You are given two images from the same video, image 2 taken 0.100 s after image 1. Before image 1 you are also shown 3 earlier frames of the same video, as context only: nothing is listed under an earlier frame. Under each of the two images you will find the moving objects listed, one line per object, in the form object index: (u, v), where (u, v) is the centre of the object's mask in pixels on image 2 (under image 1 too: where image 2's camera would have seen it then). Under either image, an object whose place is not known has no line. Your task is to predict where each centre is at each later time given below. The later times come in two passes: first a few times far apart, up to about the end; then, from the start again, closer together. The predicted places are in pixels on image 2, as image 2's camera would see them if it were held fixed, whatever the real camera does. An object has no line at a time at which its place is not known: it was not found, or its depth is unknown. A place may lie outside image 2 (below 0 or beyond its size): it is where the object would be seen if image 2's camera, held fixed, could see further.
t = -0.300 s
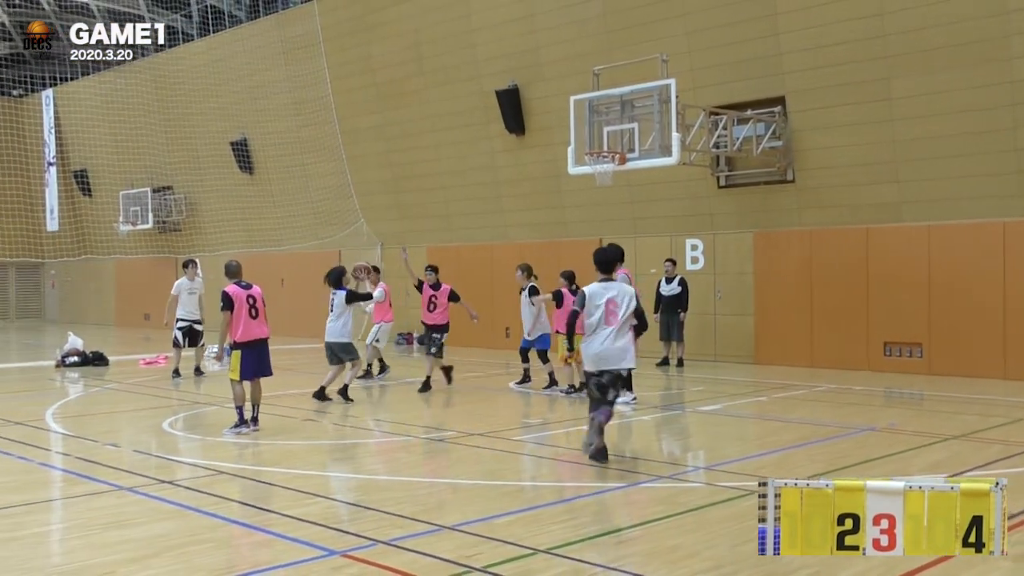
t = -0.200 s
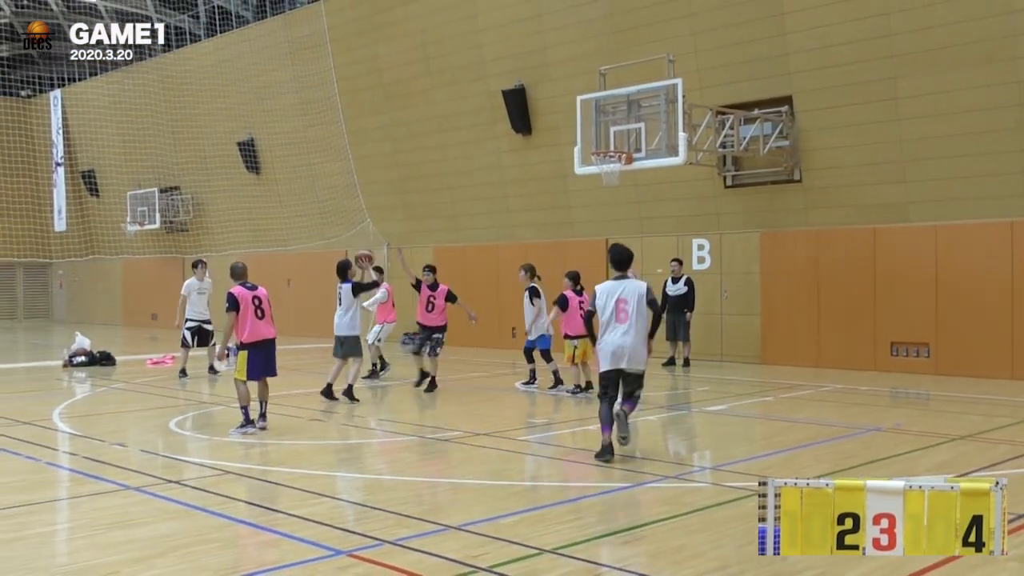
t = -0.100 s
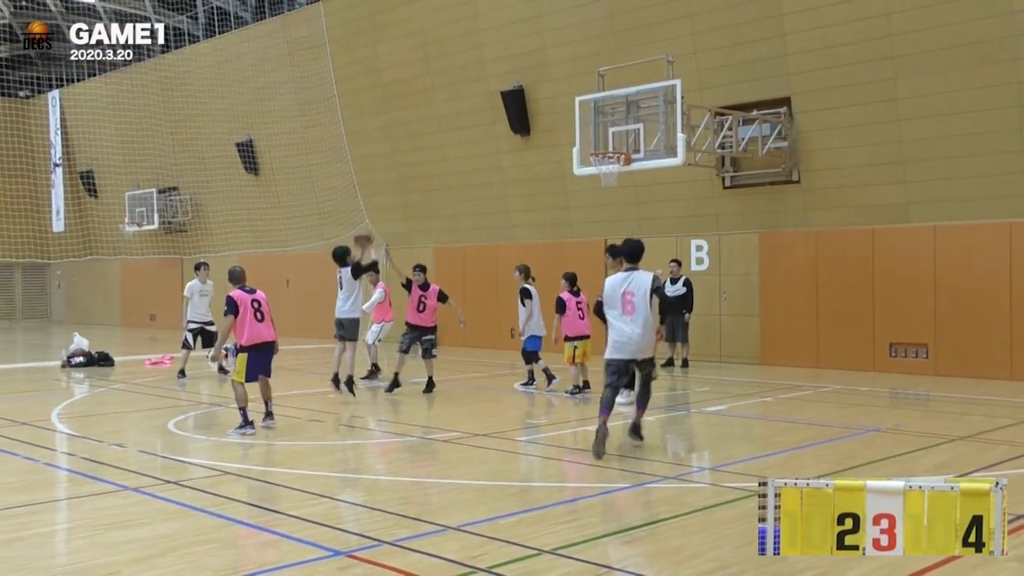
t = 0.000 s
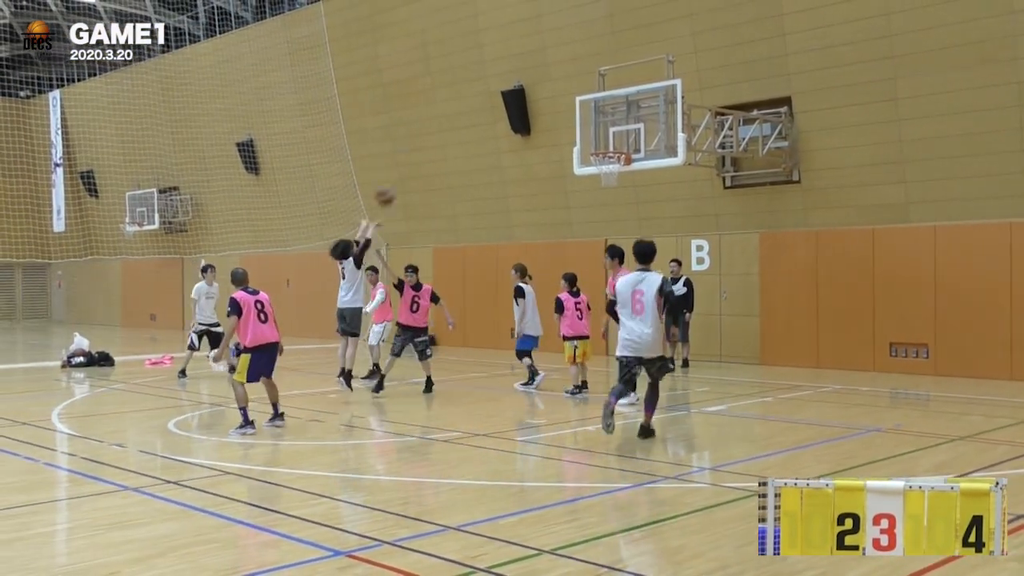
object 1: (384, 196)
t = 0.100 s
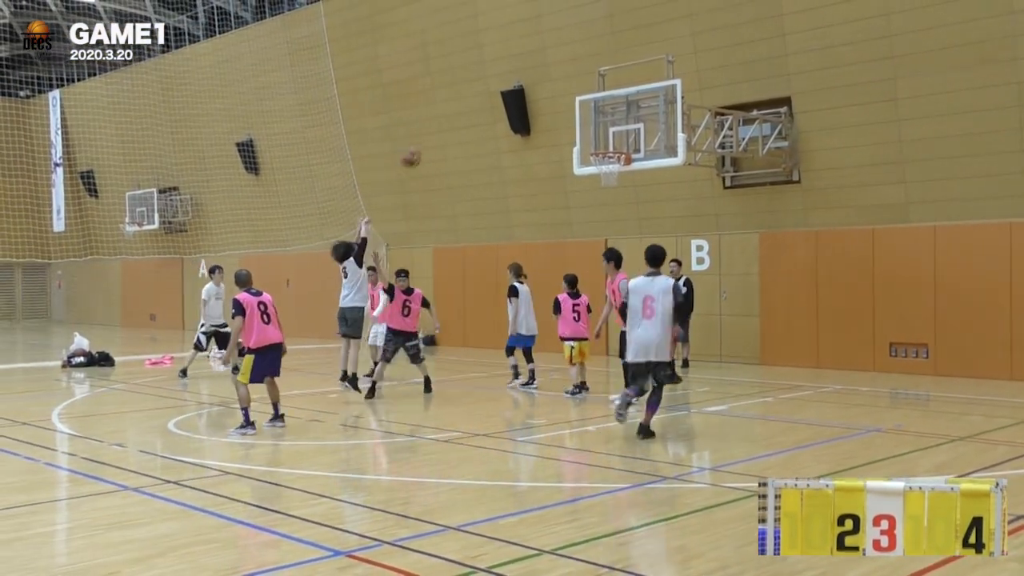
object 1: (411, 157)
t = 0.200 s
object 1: (435, 126)
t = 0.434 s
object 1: (494, 94)
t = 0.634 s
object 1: (540, 99)
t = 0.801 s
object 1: (578, 127)
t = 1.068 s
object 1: (597, 185)
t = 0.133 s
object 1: (420, 147)
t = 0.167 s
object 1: (428, 137)
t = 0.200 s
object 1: (435, 126)
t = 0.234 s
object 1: (444, 120)
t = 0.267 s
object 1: (453, 113)
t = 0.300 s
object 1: (461, 108)
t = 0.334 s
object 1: (469, 104)
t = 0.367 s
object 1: (477, 100)
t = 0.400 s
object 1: (486, 97)
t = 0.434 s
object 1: (494, 94)
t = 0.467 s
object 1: (503, 93)
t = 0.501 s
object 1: (510, 94)
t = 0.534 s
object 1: (517, 92)
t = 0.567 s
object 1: (524, 93)
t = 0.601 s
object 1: (533, 96)
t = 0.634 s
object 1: (540, 99)
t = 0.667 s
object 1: (549, 103)
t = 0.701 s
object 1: (556, 107)
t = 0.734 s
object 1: (563, 112)
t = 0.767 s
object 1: (571, 119)
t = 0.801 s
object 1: (578, 127)
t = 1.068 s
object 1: (597, 185)
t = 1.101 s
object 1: (597, 194)
